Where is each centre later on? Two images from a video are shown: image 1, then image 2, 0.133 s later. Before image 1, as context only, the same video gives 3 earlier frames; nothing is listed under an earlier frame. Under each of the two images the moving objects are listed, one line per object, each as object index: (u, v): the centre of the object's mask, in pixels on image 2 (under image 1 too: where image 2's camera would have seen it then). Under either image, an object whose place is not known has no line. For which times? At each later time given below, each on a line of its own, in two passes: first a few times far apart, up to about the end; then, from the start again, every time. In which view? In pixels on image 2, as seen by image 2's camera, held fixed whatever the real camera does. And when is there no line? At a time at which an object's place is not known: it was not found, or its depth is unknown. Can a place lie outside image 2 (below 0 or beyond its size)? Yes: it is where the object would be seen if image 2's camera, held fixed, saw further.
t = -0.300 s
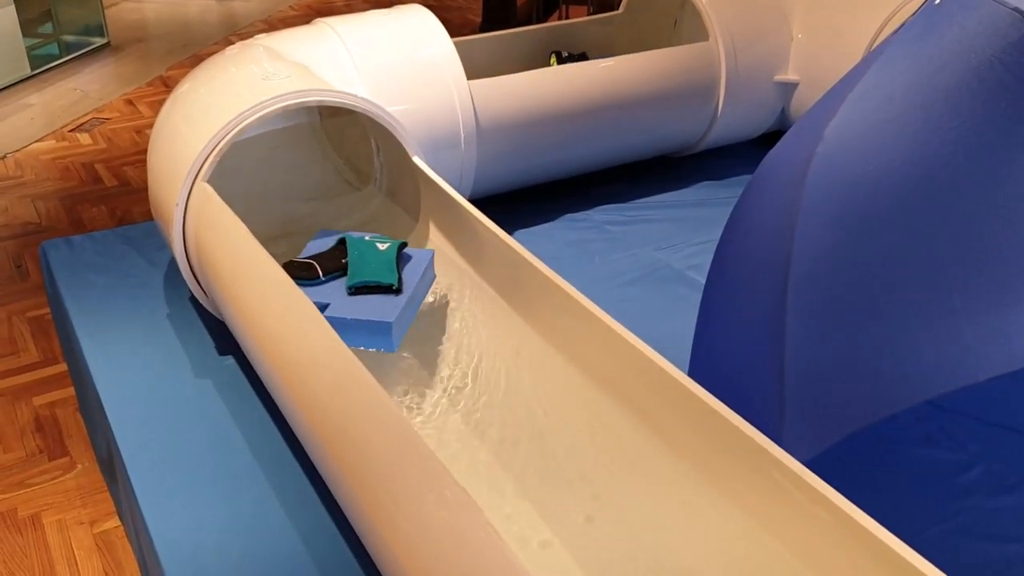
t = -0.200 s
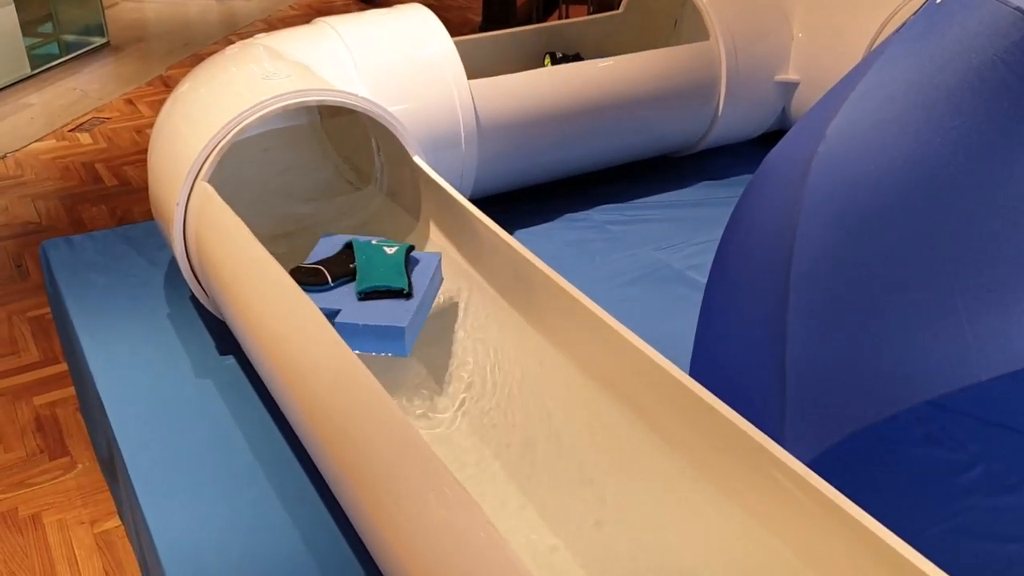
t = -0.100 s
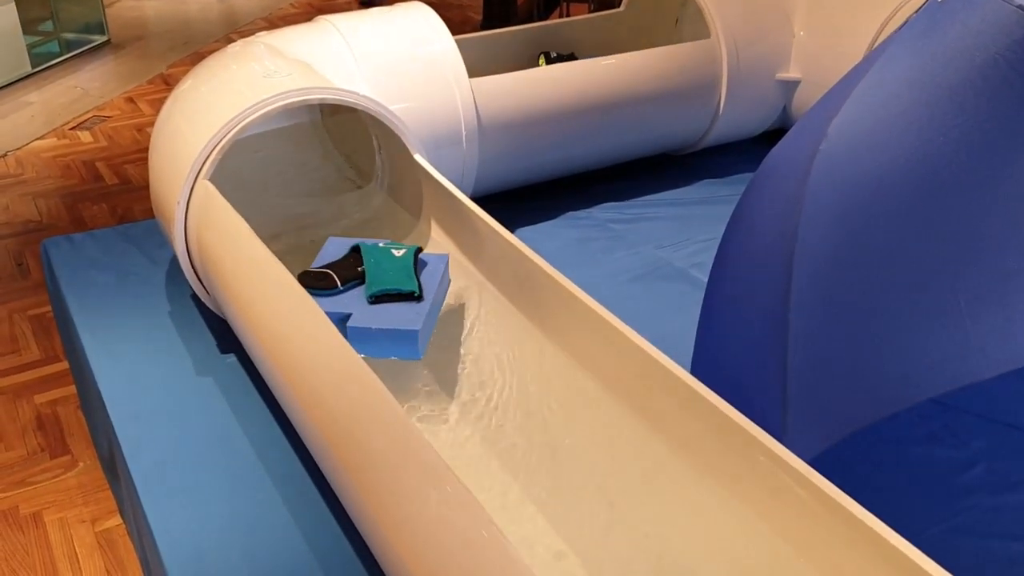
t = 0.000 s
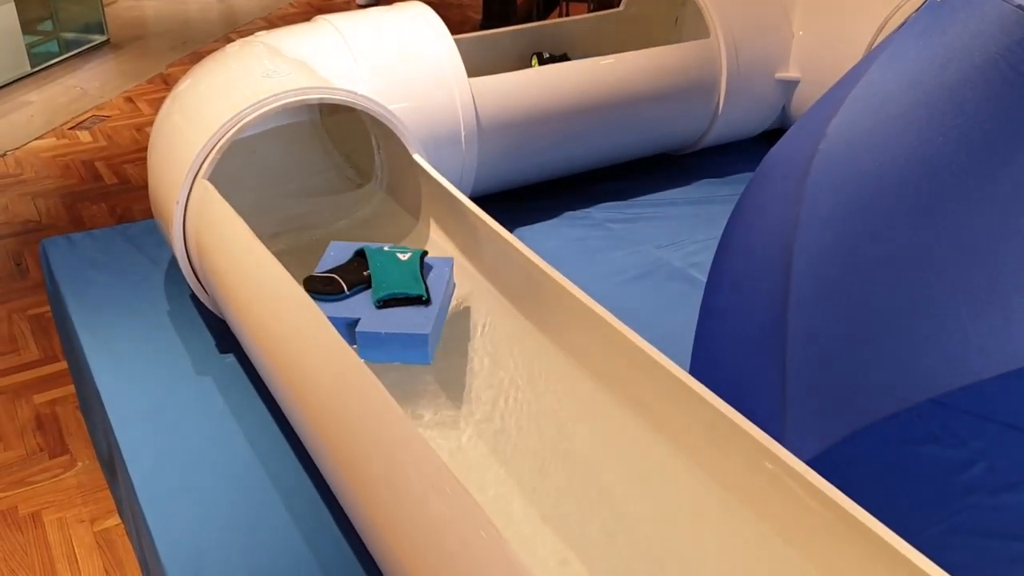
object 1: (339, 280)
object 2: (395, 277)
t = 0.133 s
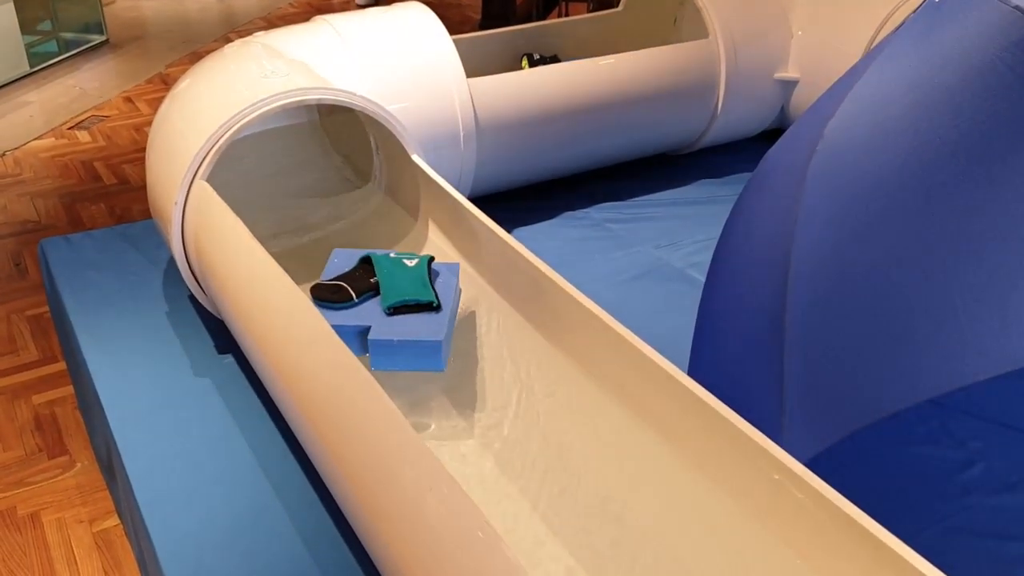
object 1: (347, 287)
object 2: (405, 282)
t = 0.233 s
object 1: (354, 292)
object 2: (413, 287)
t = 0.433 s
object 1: (369, 303)
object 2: (427, 295)
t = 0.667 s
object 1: (385, 315)
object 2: (444, 305)
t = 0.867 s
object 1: (399, 326)
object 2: (459, 315)
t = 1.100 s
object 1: (414, 339)
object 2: (474, 325)
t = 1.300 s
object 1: (428, 349)
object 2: (488, 333)
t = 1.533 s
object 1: (443, 363)
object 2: (502, 344)
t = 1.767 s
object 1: (457, 376)
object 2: (515, 354)
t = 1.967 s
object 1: (470, 387)
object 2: (525, 362)
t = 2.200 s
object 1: (484, 400)
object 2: (535, 372)
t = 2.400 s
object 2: (542, 381)
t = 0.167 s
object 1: (350, 289)
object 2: (408, 284)
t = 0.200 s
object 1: (352, 291)
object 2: (410, 286)
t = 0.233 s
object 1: (354, 292)
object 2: (413, 287)
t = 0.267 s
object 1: (357, 294)
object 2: (415, 288)
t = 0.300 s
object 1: (359, 296)
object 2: (417, 290)
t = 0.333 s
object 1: (361, 298)
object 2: (420, 291)
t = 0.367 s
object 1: (364, 299)
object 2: (422, 293)
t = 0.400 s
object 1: (366, 301)
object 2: (425, 294)
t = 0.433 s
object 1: (369, 303)
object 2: (427, 295)
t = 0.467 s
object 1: (371, 304)
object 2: (430, 297)
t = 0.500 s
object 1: (373, 306)
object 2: (432, 298)
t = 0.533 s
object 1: (376, 308)
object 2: (435, 300)
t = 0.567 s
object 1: (378, 309)
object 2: (437, 301)
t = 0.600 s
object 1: (380, 311)
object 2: (440, 302)
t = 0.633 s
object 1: (383, 313)
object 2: (442, 304)
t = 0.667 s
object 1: (385, 315)
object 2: (444, 305)
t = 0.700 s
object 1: (387, 317)
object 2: (447, 307)
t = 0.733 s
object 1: (390, 319)
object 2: (449, 309)
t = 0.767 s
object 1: (392, 321)
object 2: (452, 310)
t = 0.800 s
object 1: (394, 323)
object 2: (454, 312)
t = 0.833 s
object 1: (396, 324)
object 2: (457, 314)
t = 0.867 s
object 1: (399, 326)
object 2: (459, 315)
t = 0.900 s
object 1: (401, 328)
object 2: (461, 317)
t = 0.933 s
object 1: (403, 330)
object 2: (463, 318)
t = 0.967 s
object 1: (405, 332)
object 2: (466, 320)
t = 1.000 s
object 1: (408, 333)
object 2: (468, 321)
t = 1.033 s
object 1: (410, 335)
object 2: (470, 322)
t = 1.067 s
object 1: (412, 337)
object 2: (473, 324)
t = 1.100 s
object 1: (414, 339)
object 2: (474, 325)
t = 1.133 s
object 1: (416, 340)
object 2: (477, 327)
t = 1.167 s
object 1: (418, 341)
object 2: (479, 328)
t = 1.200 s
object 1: (421, 344)
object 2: (481, 329)
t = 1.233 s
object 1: (423, 346)
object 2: (484, 331)
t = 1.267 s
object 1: (426, 348)
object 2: (486, 332)
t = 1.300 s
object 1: (428, 349)
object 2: (488, 333)
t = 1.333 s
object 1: (430, 351)
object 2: (490, 335)
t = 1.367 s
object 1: (432, 353)
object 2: (492, 336)
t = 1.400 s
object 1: (435, 355)
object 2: (494, 338)
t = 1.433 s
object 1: (437, 357)
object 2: (496, 339)
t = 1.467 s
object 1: (439, 359)
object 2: (498, 341)
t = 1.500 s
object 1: (441, 361)
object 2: (500, 343)
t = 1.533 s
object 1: (443, 363)
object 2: (502, 344)
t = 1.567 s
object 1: (445, 364)
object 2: (504, 346)
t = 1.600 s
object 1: (447, 366)
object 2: (506, 347)
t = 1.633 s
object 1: (449, 368)
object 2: (508, 348)
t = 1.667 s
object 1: (451, 370)
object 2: (510, 350)
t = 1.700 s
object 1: (453, 371)
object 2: (512, 351)
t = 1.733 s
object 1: (455, 374)
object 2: (513, 353)
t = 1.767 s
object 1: (457, 376)
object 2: (515, 354)
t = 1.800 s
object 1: (459, 378)
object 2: (517, 356)
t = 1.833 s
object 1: (461, 380)
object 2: (518, 357)
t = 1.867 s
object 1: (464, 382)
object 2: (520, 358)
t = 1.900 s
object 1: (466, 383)
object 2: (522, 359)
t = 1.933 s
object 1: (468, 386)
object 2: (523, 361)
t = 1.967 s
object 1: (470, 387)
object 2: (525, 362)
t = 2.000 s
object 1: (472, 389)
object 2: (527, 364)
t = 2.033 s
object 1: (474, 391)
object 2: (528, 365)
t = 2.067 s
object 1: (476, 392)
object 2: (530, 366)
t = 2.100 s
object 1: (478, 395)
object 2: (532, 368)
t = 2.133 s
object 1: (480, 396)
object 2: (533, 369)
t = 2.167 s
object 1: (482, 398)
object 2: (534, 371)
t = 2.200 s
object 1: (484, 400)
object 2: (535, 372)
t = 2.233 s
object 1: (486, 402)
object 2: (537, 374)
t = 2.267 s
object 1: (487, 404)
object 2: (538, 375)
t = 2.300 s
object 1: (490, 406)
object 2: (540, 376)
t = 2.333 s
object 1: (492, 408)
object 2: (542, 378)
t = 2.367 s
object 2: (542, 379)
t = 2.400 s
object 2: (542, 381)
